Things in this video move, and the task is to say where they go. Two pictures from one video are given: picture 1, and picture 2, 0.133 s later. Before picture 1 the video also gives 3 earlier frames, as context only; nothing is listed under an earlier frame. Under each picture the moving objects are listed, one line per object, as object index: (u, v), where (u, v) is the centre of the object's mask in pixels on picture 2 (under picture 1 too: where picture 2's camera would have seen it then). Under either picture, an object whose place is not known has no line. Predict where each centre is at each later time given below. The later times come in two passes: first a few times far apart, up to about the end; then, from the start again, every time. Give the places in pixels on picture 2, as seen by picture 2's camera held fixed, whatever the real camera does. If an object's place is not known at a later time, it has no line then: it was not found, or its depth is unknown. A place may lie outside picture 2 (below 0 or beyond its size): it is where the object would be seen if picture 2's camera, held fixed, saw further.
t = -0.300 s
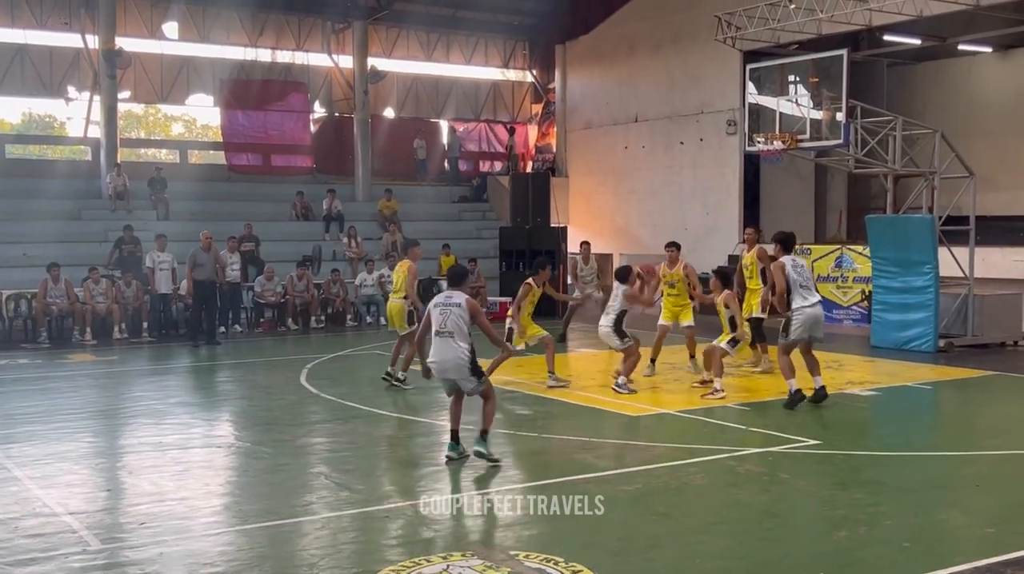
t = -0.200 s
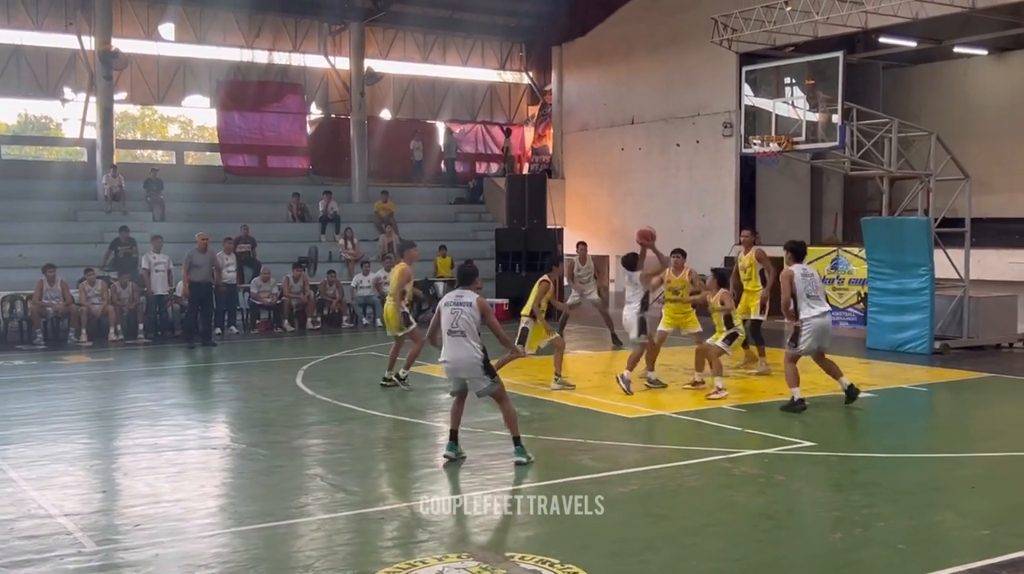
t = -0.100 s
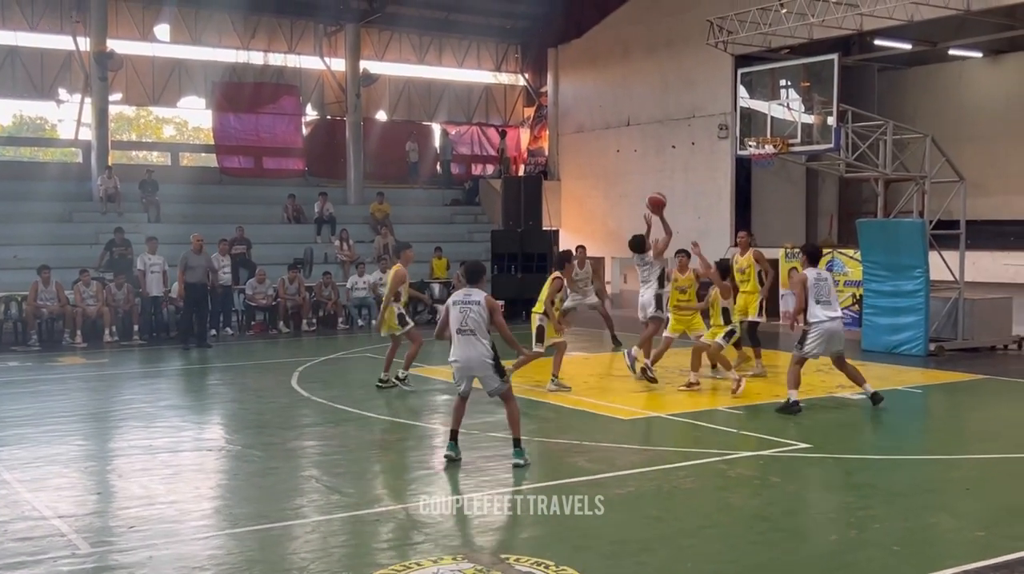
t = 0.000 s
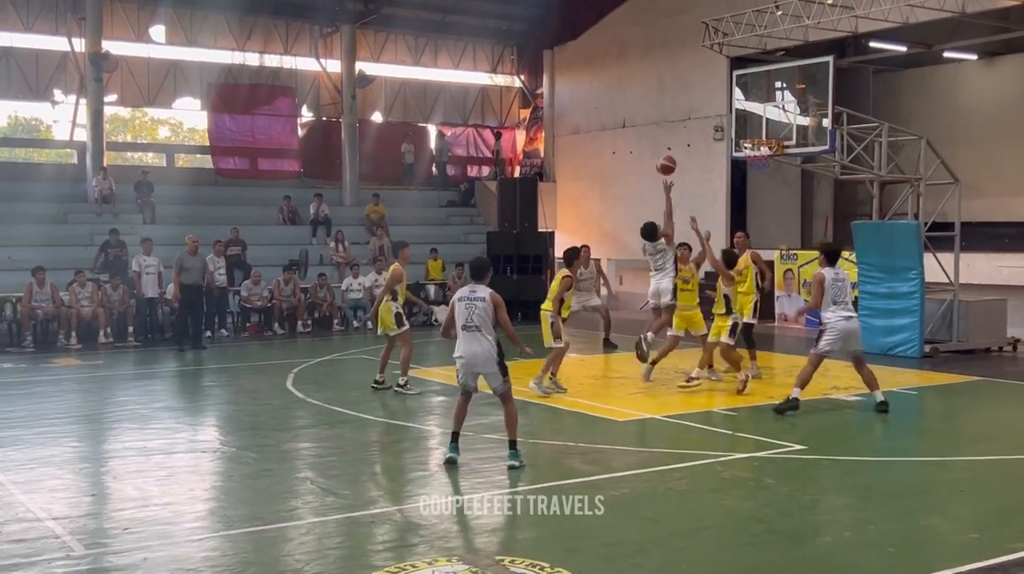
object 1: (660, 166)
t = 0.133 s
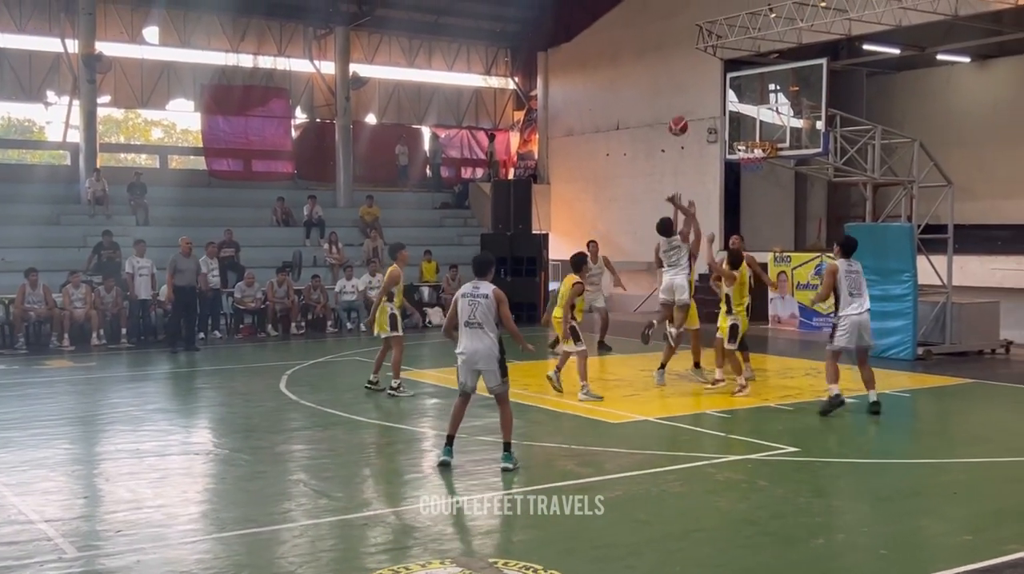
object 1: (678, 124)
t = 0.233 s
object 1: (690, 103)
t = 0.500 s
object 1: (722, 91)
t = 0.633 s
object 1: (737, 106)
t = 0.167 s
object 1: (683, 115)
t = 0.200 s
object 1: (686, 109)
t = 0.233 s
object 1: (690, 103)
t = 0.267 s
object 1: (695, 99)
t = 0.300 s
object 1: (699, 94)
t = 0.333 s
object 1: (703, 92)
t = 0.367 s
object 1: (707, 90)
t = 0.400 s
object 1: (710, 89)
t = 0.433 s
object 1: (714, 89)
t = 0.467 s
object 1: (718, 91)
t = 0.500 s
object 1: (722, 91)
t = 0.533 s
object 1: (726, 92)
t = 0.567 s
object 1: (730, 96)
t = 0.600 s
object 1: (733, 101)
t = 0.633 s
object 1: (737, 106)
